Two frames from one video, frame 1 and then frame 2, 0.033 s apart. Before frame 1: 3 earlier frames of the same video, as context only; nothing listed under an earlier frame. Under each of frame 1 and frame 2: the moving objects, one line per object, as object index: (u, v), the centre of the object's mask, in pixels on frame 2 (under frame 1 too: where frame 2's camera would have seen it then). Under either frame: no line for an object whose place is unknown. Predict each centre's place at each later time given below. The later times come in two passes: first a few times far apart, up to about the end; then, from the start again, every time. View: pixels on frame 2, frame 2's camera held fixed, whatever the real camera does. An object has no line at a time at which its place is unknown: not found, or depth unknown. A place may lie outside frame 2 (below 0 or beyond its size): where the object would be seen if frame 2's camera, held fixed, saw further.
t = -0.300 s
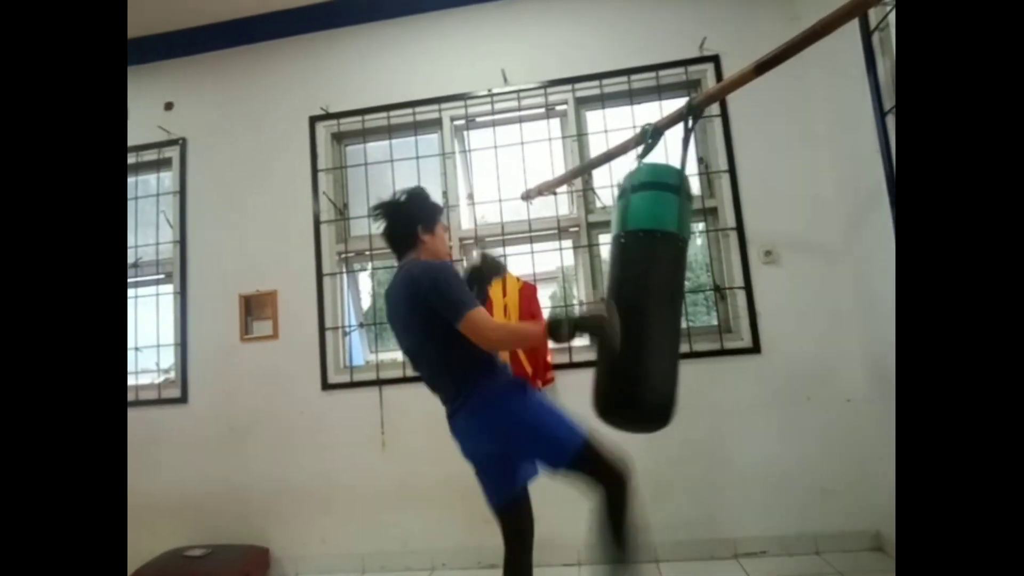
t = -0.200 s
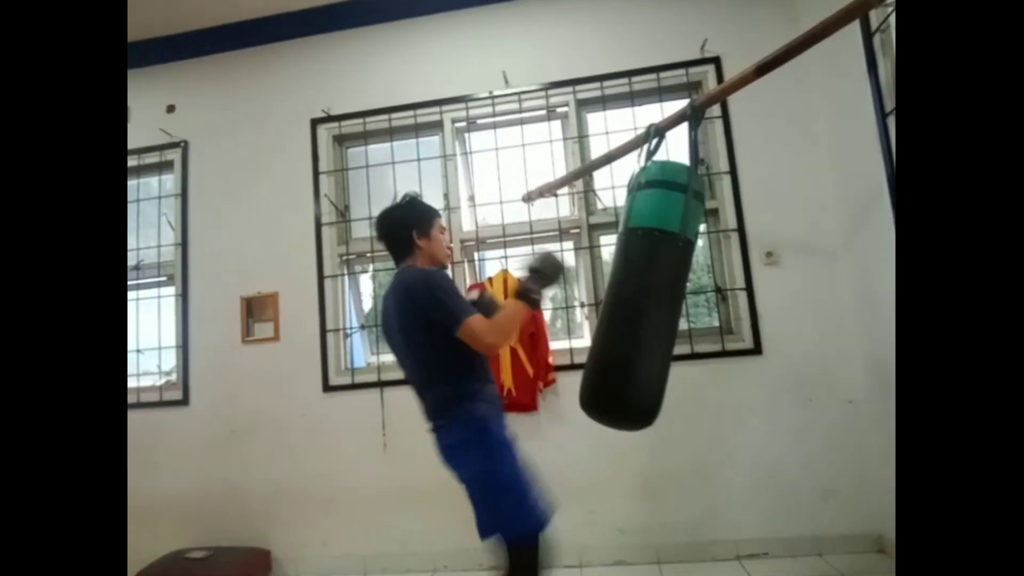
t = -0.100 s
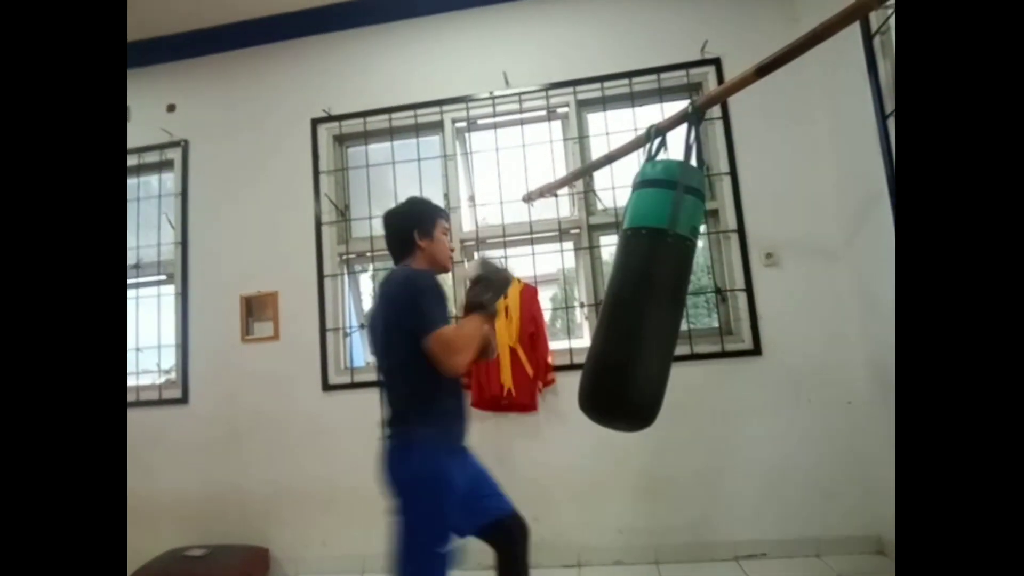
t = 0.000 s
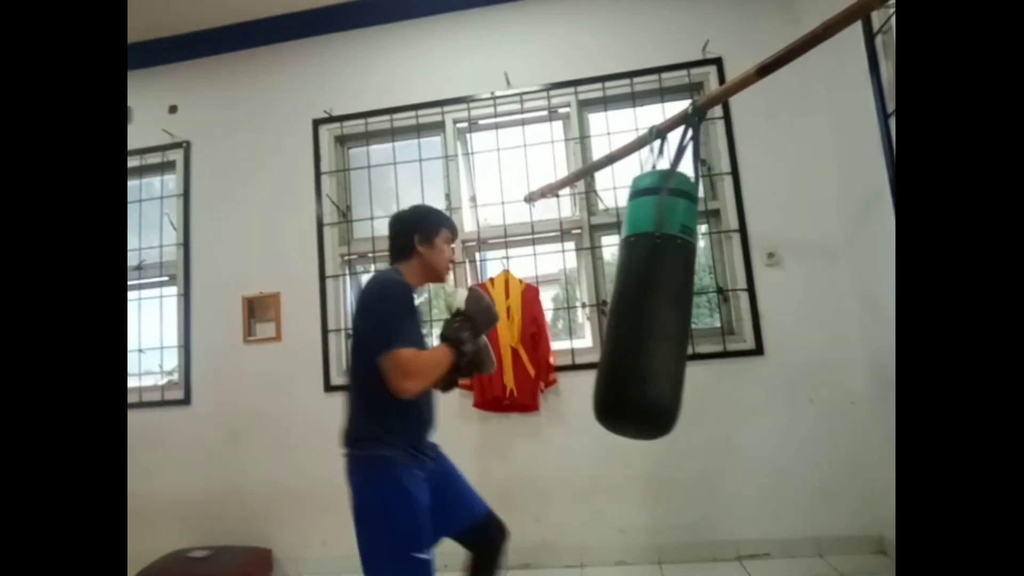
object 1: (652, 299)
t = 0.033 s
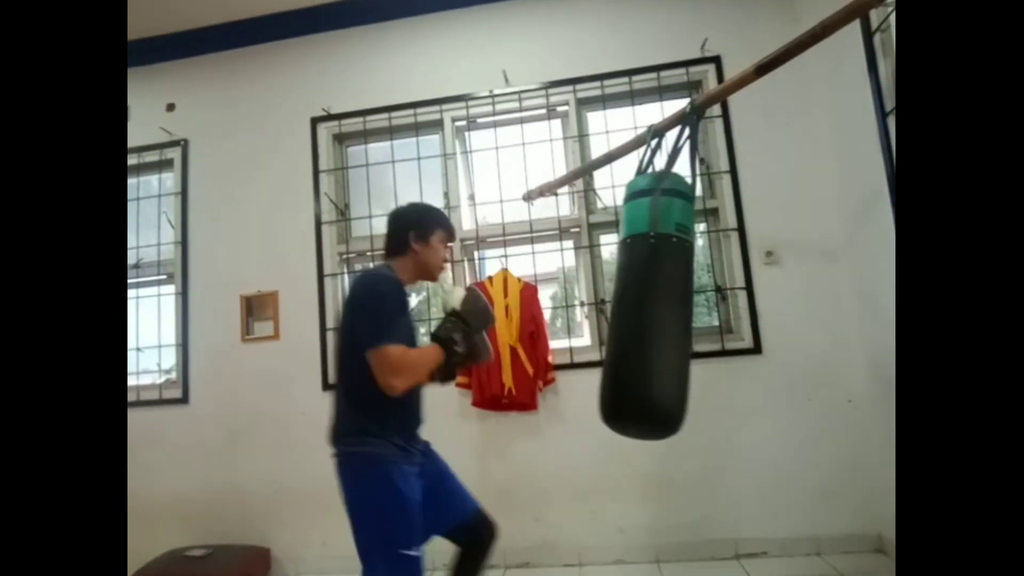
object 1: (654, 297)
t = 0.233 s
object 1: (688, 302)
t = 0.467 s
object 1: (726, 296)
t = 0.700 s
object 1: (742, 287)
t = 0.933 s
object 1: (731, 287)
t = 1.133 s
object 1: (712, 291)
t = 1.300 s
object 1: (697, 297)
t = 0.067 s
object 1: (657, 296)
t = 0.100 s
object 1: (663, 294)
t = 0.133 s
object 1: (668, 294)
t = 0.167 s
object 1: (674, 294)
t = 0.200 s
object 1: (681, 298)
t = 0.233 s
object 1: (688, 302)
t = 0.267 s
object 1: (695, 302)
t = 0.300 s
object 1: (701, 301)
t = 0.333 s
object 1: (707, 300)
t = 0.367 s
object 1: (713, 299)
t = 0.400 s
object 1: (718, 297)
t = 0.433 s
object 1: (722, 297)
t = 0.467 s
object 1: (726, 296)
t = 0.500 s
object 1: (730, 295)
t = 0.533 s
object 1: (733, 294)
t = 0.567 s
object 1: (738, 295)
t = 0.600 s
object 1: (739, 291)
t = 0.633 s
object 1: (740, 290)
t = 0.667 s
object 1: (741, 289)
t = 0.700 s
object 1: (742, 287)
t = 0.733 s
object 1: (742, 287)
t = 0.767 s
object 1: (741, 285)
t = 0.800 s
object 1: (739, 284)
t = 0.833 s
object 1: (738, 285)
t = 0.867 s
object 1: (736, 286)
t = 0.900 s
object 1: (733, 286)
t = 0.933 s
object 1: (731, 287)
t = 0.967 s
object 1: (727, 287)
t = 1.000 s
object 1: (725, 288)
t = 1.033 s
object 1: (725, 293)
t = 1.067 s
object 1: (720, 290)
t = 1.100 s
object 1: (715, 290)
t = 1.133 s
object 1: (712, 291)
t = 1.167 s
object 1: (709, 293)
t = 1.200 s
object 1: (707, 295)
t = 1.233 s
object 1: (703, 295)
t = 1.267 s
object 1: (700, 297)
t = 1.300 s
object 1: (697, 297)
